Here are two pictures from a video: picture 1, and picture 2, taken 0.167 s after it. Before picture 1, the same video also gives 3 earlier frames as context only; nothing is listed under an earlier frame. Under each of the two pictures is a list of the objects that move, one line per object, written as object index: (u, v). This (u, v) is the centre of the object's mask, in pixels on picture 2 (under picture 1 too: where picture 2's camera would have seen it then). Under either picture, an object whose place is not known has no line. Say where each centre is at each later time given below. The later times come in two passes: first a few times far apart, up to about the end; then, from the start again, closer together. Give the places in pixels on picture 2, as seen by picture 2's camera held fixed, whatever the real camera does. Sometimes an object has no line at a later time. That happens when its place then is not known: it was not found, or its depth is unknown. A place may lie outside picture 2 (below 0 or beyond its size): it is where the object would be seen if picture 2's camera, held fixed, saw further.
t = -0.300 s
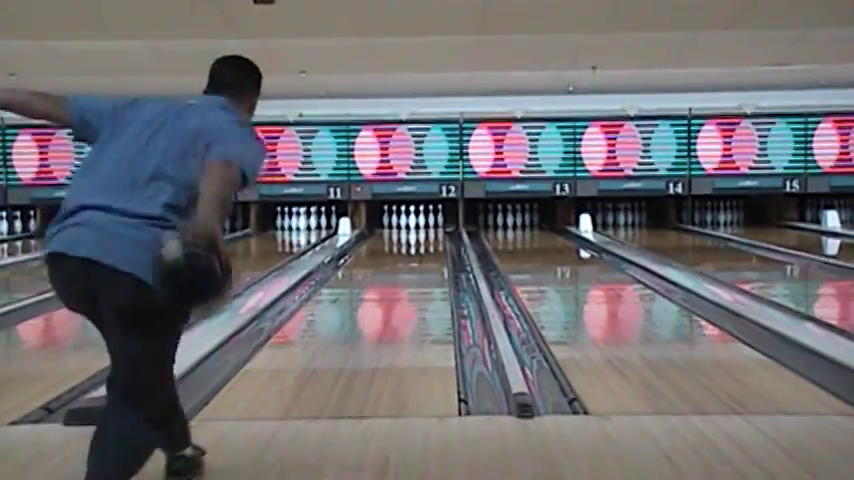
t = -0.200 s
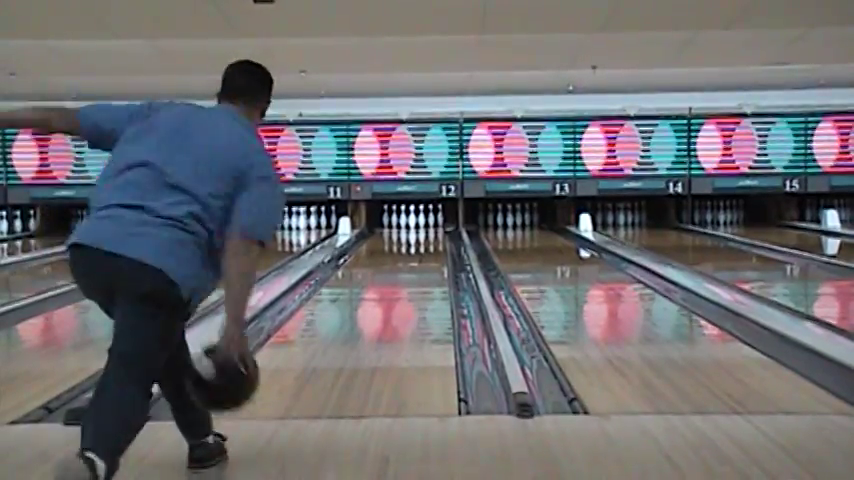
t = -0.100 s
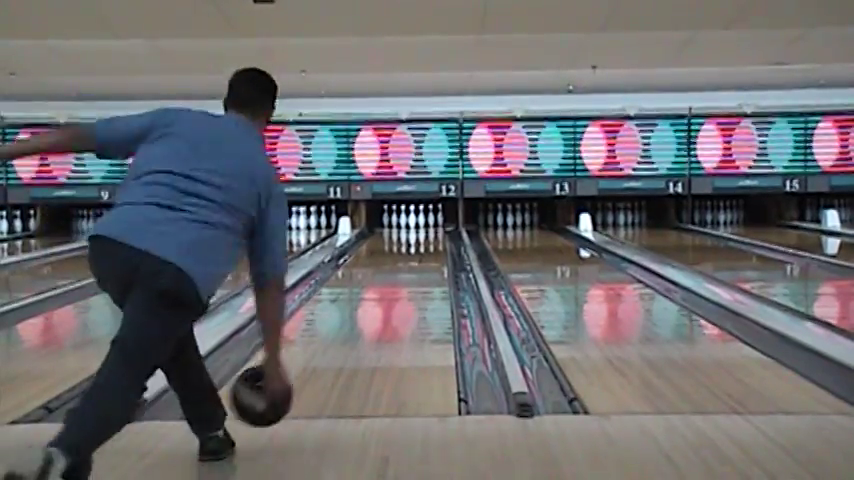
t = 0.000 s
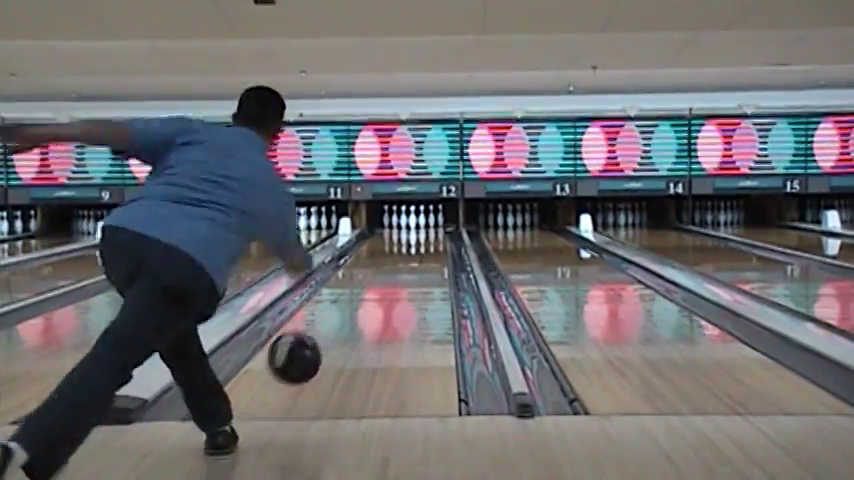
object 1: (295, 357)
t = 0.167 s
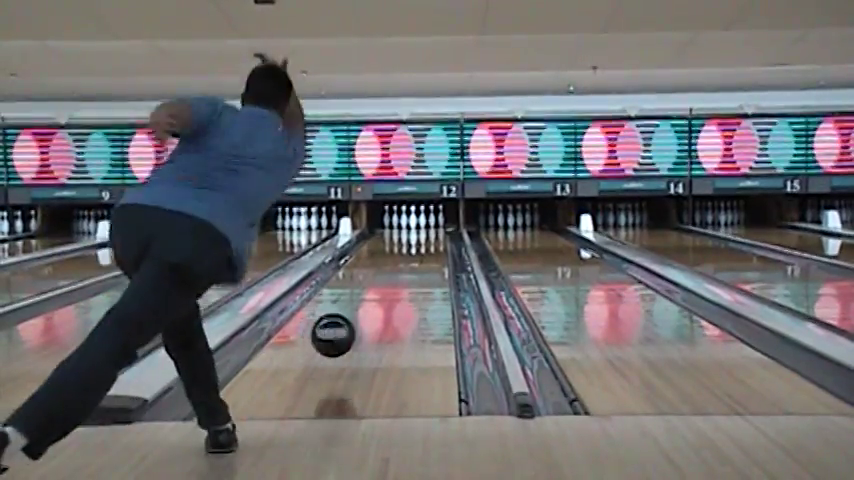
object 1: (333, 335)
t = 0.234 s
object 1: (345, 342)
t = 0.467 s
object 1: (376, 310)
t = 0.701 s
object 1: (396, 288)
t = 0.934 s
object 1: (411, 273)
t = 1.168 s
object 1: (421, 261)
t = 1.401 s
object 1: (427, 250)
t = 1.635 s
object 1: (430, 244)
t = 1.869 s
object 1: (431, 238)
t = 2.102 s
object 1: (429, 233)
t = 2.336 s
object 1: (423, 228)
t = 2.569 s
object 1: (414, 225)
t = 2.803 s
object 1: (405, 223)
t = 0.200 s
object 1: (339, 338)
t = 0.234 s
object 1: (345, 342)
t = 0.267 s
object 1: (350, 336)
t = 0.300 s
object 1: (355, 331)
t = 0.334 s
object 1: (360, 327)
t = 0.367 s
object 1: (364, 322)
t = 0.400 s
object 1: (368, 318)
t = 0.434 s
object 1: (372, 314)
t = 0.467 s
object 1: (376, 310)
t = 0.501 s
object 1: (379, 306)
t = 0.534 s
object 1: (382, 303)
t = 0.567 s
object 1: (385, 299)
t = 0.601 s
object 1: (388, 296)
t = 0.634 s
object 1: (391, 294)
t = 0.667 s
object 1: (393, 291)
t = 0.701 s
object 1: (396, 288)
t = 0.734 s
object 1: (399, 286)
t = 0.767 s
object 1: (401, 284)
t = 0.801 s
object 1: (403, 281)
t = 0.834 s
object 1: (405, 278)
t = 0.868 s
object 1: (407, 276)
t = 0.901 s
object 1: (409, 275)
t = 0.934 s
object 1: (411, 273)
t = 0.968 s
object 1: (412, 271)
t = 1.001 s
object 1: (413, 268)
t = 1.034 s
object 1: (415, 267)
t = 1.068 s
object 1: (417, 265)
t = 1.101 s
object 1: (418, 264)
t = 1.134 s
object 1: (419, 262)
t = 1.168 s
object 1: (421, 261)
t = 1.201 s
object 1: (422, 258)
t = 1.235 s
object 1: (422, 258)
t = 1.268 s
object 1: (423, 256)
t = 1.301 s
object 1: (425, 253)
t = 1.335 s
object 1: (425, 253)
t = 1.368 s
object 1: (427, 252)
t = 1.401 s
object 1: (427, 250)
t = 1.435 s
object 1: (427, 249)
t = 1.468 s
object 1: (428, 248)
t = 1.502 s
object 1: (429, 246)
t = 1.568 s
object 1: (429, 245)
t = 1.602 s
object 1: (430, 245)
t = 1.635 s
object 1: (430, 244)
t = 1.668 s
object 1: (430, 243)
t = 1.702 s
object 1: (431, 242)
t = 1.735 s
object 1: (430, 240)
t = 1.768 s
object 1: (430, 240)
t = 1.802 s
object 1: (431, 239)
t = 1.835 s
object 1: (431, 238)
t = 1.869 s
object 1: (431, 238)
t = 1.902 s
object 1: (431, 237)
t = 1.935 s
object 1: (431, 236)
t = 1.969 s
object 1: (430, 235)
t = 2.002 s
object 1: (431, 235)
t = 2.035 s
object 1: (430, 235)
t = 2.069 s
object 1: (429, 234)
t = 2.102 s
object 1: (429, 233)
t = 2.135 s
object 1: (428, 232)
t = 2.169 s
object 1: (428, 232)
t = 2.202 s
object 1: (427, 231)
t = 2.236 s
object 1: (427, 231)
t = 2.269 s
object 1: (424, 230)
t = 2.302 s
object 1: (423, 229)
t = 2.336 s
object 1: (423, 228)
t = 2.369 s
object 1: (422, 227)
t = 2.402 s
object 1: (421, 227)
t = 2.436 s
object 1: (420, 227)
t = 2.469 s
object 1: (420, 227)
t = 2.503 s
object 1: (417, 227)
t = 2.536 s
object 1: (416, 226)
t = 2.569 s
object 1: (414, 225)
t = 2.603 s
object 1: (413, 224)
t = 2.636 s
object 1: (412, 225)
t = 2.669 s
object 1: (411, 224)
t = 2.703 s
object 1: (411, 224)
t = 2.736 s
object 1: (412, 224)
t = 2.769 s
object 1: (407, 224)
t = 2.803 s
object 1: (405, 223)
